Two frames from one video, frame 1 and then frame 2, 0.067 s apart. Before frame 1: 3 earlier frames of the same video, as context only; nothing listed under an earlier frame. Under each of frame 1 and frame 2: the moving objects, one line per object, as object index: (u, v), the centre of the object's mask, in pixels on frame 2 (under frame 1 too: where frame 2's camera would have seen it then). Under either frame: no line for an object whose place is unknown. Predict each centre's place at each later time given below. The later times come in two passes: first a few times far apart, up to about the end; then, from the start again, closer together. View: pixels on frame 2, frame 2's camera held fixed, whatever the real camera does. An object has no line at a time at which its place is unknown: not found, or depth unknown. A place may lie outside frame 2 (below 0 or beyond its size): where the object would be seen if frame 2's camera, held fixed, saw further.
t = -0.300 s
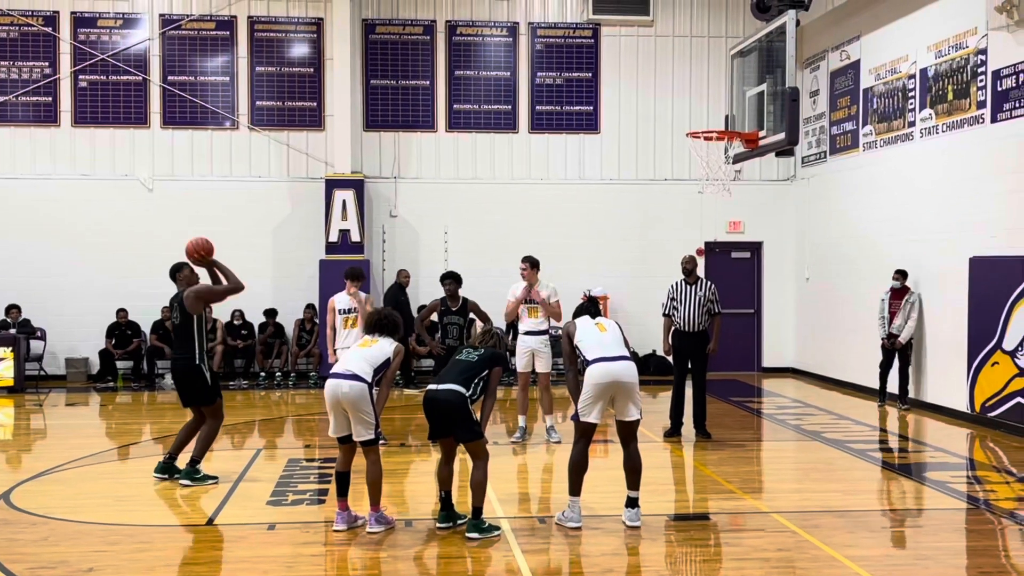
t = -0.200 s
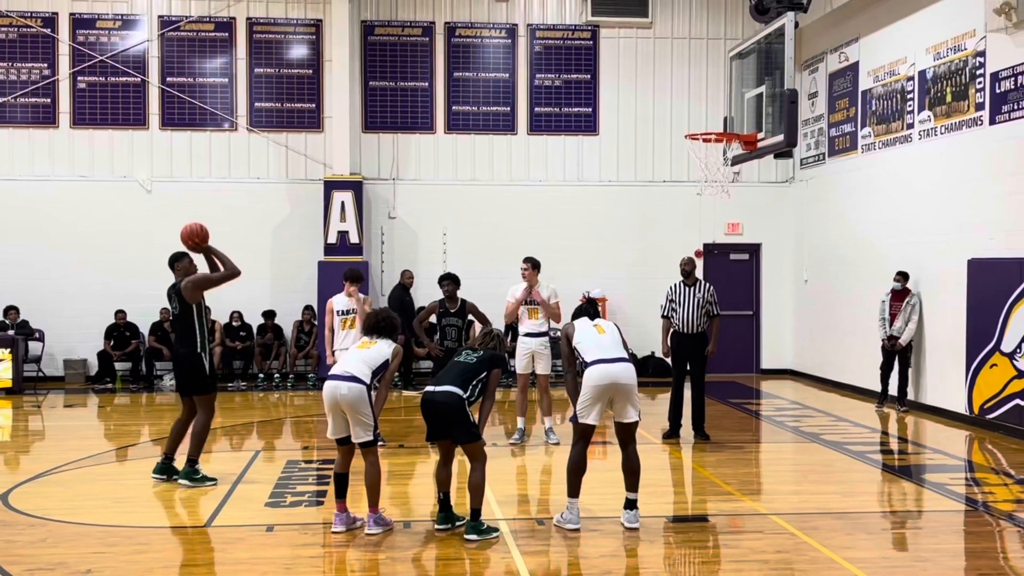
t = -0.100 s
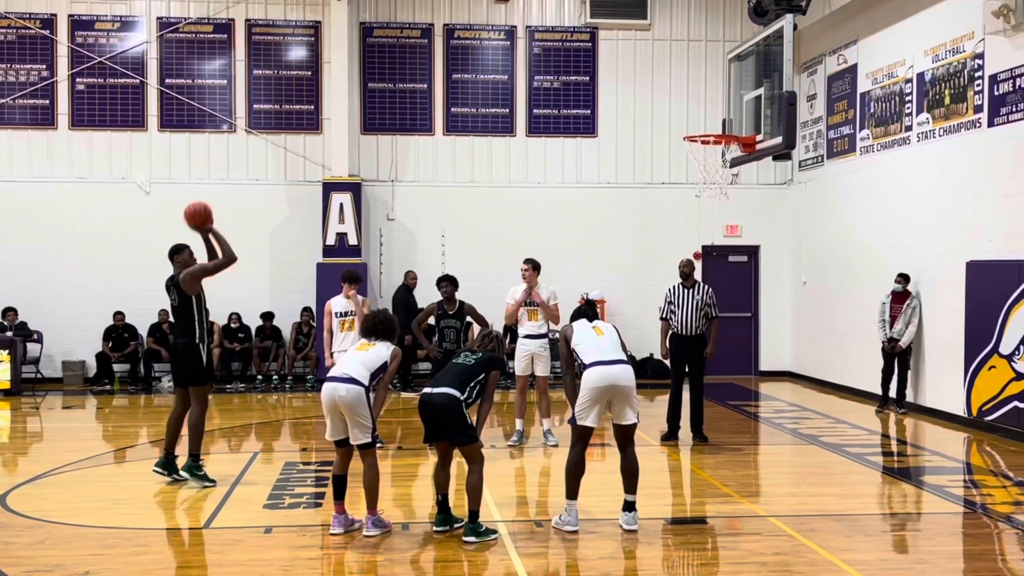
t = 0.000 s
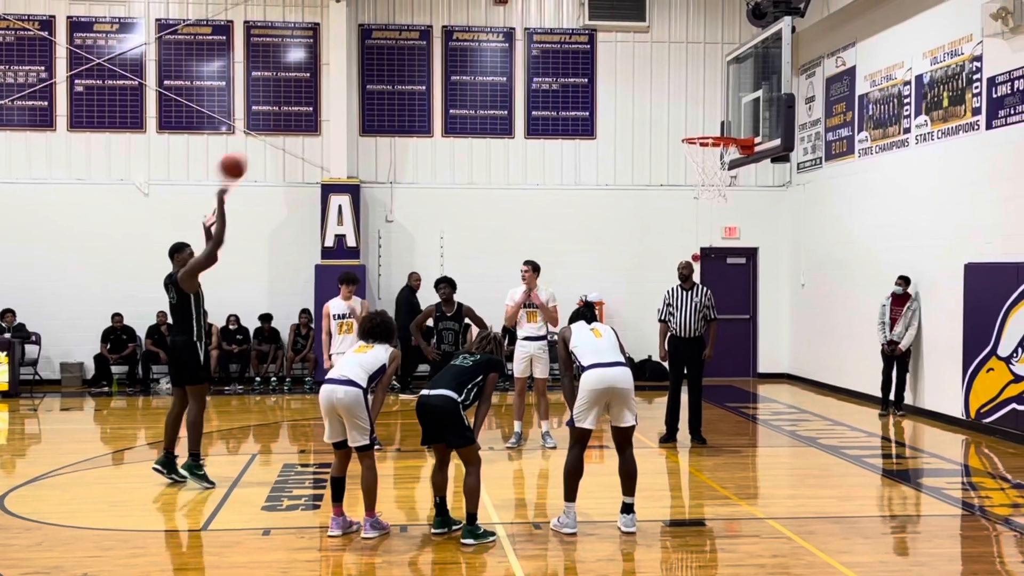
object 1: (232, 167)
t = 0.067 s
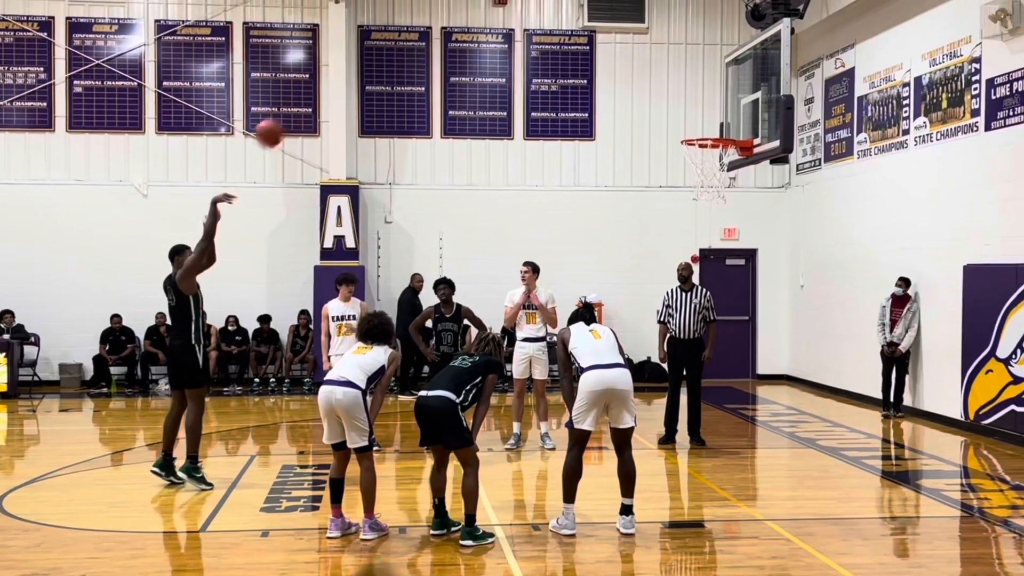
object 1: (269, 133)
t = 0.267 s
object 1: (379, 62)
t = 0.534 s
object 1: (518, 39)
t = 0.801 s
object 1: (649, 91)
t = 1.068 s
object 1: (701, 135)
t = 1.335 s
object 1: (705, 131)
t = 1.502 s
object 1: (711, 157)
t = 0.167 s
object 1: (324, 92)
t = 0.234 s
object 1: (362, 70)
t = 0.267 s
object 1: (379, 62)
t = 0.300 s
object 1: (396, 54)
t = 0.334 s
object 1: (415, 49)
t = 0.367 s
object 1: (432, 44)
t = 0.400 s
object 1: (449, 40)
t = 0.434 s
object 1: (467, 38)
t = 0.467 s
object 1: (485, 37)
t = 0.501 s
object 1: (501, 37)
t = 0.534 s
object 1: (518, 39)
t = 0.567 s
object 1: (534, 42)
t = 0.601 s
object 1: (551, 45)
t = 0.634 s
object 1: (567, 49)
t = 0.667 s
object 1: (586, 55)
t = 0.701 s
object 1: (600, 63)
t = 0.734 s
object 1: (617, 71)
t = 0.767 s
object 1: (633, 80)
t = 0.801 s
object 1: (649, 91)
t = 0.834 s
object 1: (664, 103)
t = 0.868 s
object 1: (680, 114)
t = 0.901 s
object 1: (696, 127)
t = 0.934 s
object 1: (707, 137)
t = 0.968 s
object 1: (718, 138)
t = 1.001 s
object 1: (717, 140)
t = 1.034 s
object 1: (709, 139)
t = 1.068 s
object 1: (701, 135)
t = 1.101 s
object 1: (695, 132)
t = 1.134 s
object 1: (693, 132)
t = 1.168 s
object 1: (695, 130)
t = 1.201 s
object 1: (697, 130)
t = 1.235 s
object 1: (700, 129)
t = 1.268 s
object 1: (702, 129)
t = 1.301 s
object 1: (704, 129)
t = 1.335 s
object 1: (705, 131)
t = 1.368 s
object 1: (707, 132)
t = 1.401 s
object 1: (709, 134)
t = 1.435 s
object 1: (702, 150)
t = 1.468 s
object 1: (707, 155)
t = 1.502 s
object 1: (711, 157)
